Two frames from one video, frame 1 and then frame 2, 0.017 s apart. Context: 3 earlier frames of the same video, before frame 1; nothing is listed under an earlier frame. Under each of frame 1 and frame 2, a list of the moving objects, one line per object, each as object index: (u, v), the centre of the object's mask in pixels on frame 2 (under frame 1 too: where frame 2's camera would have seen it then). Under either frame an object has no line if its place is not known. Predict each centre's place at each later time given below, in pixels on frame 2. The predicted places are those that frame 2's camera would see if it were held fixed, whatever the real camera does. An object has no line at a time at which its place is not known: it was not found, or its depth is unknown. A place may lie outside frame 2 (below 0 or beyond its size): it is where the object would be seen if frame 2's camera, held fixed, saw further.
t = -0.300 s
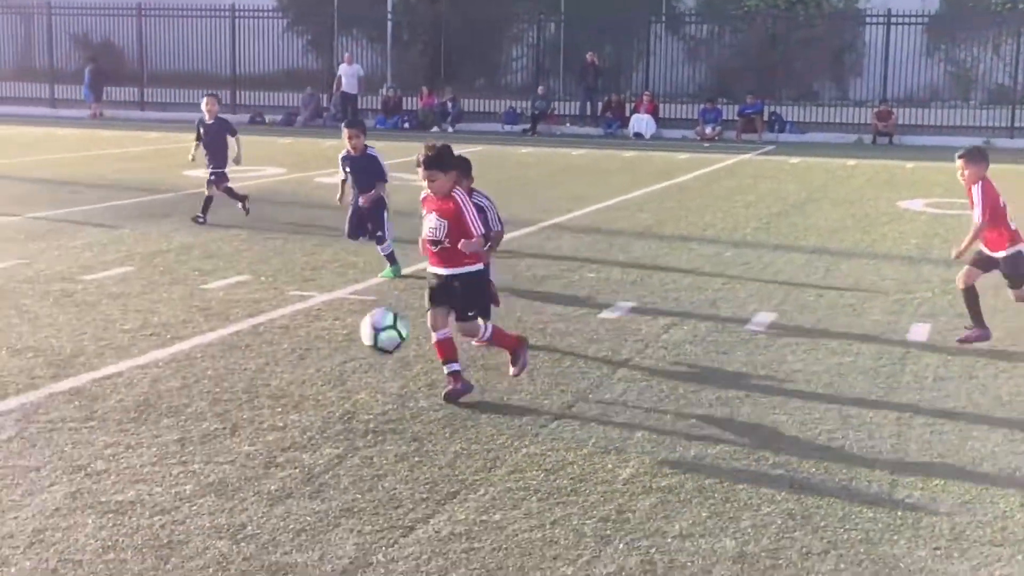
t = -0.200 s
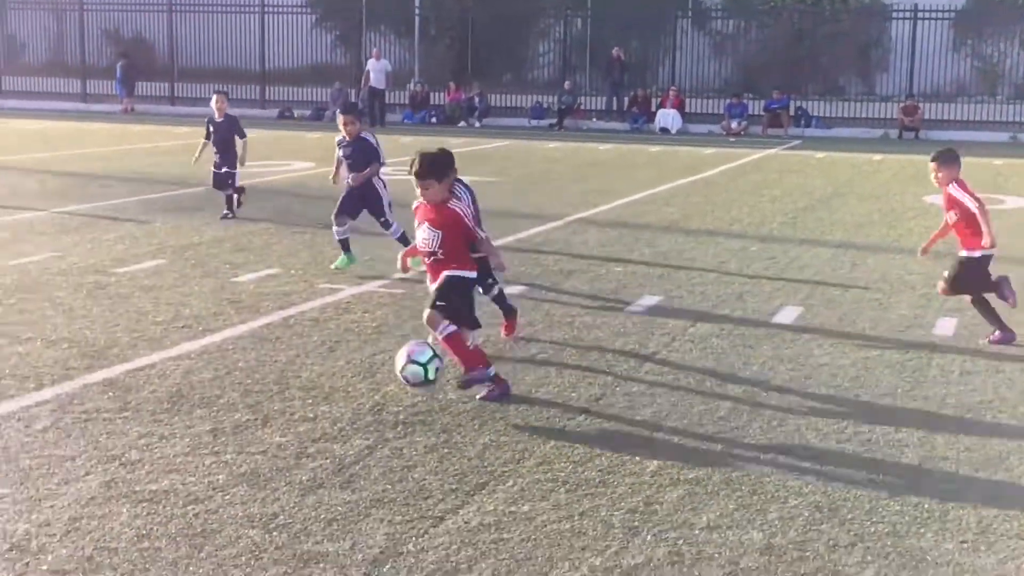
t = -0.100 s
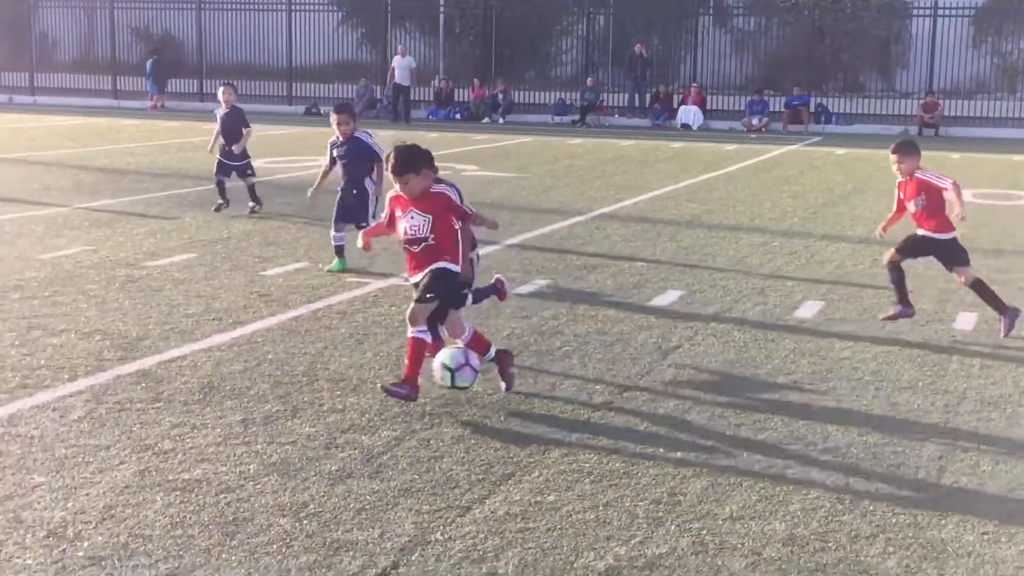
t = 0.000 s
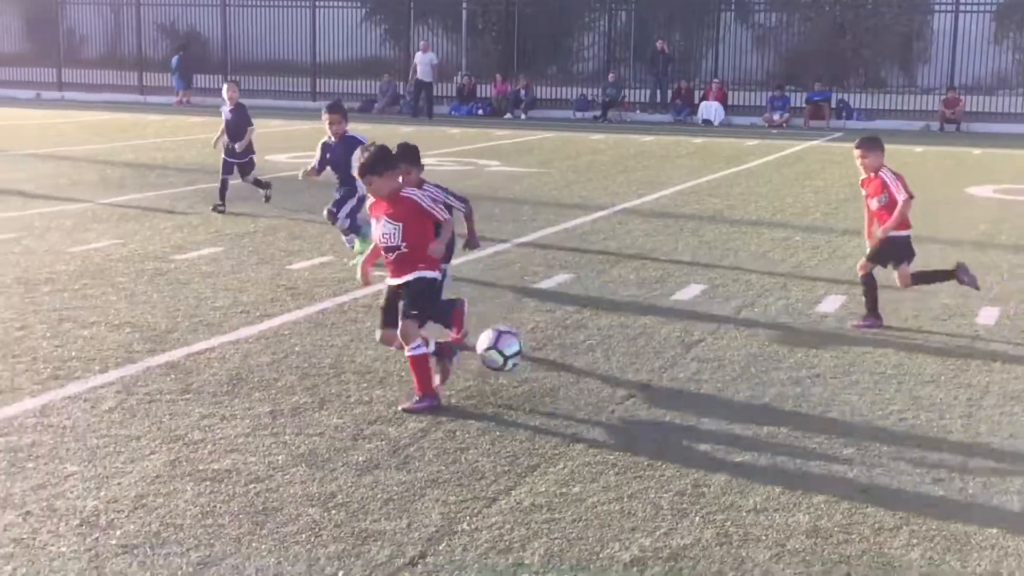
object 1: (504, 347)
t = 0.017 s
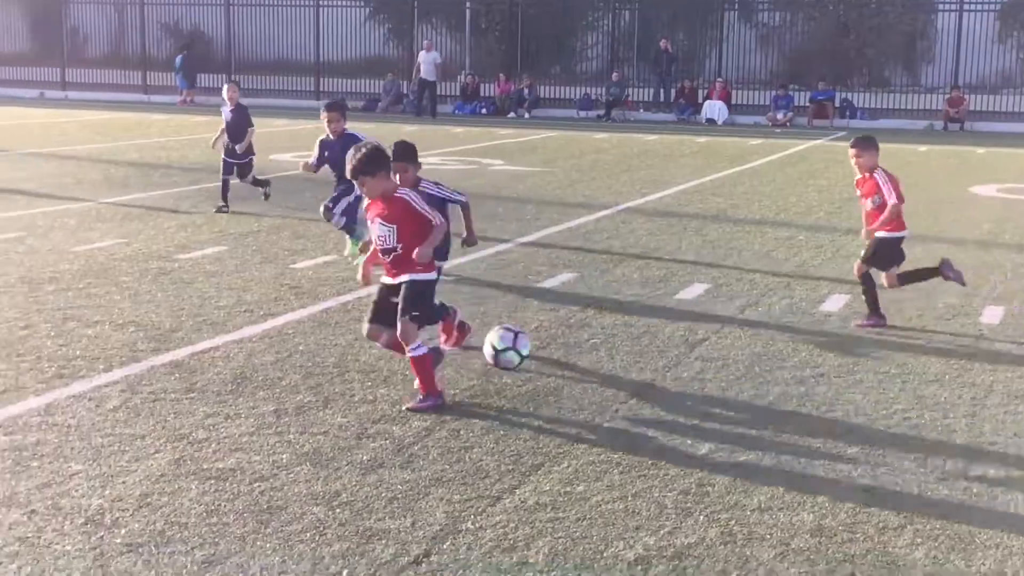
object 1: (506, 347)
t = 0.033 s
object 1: (510, 349)
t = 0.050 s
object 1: (514, 349)
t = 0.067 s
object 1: (516, 351)
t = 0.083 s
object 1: (521, 353)
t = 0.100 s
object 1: (524, 356)
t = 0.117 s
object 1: (526, 360)
